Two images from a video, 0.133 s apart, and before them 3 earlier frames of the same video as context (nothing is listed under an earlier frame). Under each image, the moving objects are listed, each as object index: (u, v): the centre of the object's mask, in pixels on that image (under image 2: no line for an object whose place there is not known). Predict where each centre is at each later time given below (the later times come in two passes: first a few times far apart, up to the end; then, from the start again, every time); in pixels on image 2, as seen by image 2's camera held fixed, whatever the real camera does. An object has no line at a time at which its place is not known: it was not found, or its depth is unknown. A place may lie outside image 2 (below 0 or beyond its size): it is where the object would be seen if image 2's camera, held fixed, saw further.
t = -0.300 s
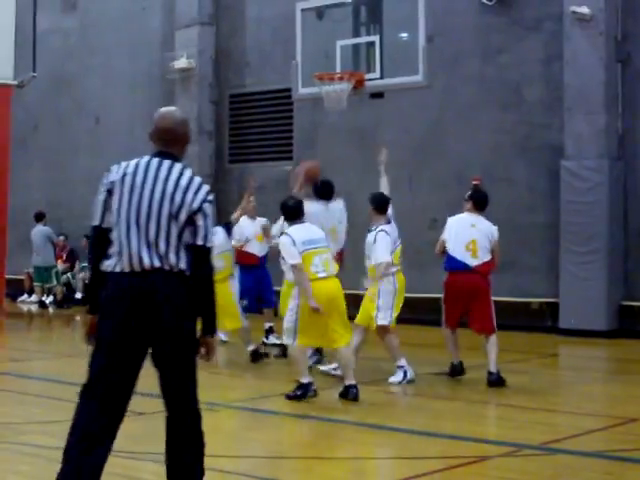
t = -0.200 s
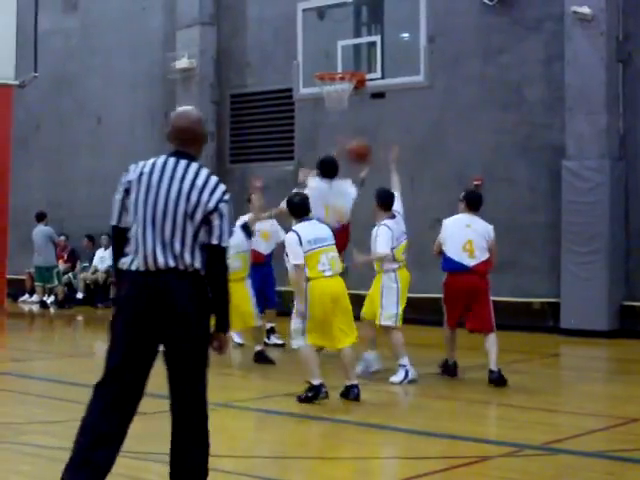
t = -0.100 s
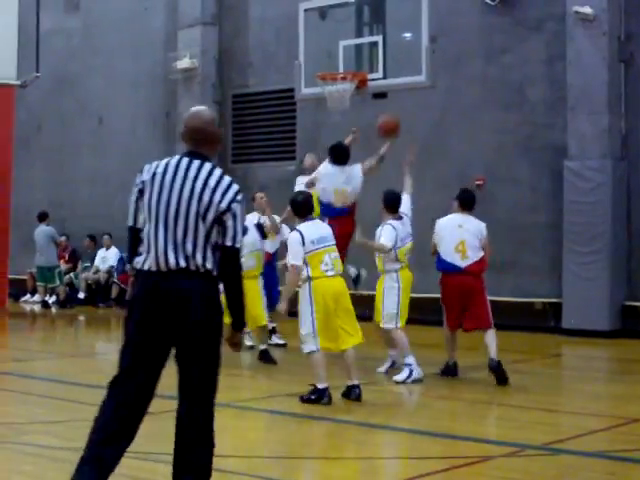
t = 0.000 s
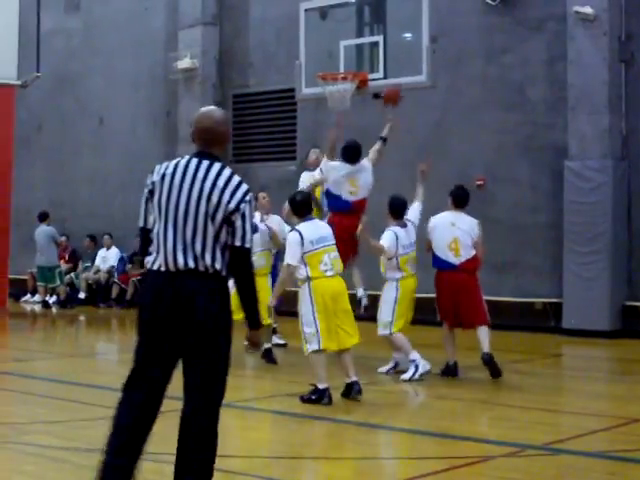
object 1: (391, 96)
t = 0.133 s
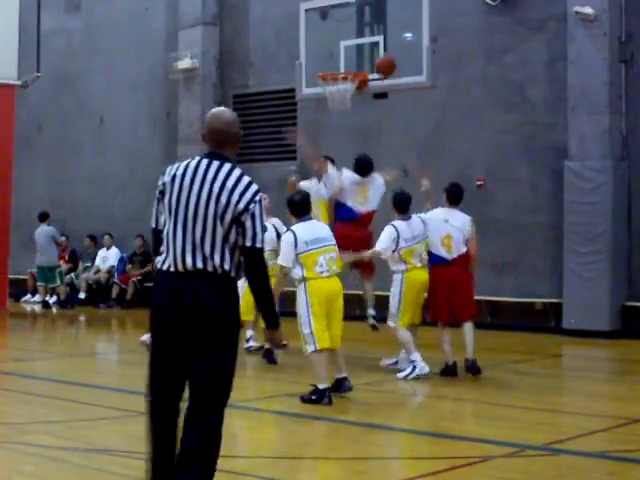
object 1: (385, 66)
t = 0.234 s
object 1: (380, 55)
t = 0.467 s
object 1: (352, 58)
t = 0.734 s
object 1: (339, 105)
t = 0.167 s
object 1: (383, 60)
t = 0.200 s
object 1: (381, 57)
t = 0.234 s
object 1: (380, 55)
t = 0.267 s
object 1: (378, 54)
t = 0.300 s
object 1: (378, 53)
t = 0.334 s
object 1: (376, 53)
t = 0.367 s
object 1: (370, 53)
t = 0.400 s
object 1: (364, 55)
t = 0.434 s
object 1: (359, 56)
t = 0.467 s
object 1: (352, 58)
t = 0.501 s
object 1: (346, 62)
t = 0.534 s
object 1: (340, 65)
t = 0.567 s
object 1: (333, 69)
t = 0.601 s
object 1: (328, 78)
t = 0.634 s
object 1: (329, 84)
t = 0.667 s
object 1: (332, 89)
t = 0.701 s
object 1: (336, 96)
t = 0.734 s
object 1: (339, 105)
